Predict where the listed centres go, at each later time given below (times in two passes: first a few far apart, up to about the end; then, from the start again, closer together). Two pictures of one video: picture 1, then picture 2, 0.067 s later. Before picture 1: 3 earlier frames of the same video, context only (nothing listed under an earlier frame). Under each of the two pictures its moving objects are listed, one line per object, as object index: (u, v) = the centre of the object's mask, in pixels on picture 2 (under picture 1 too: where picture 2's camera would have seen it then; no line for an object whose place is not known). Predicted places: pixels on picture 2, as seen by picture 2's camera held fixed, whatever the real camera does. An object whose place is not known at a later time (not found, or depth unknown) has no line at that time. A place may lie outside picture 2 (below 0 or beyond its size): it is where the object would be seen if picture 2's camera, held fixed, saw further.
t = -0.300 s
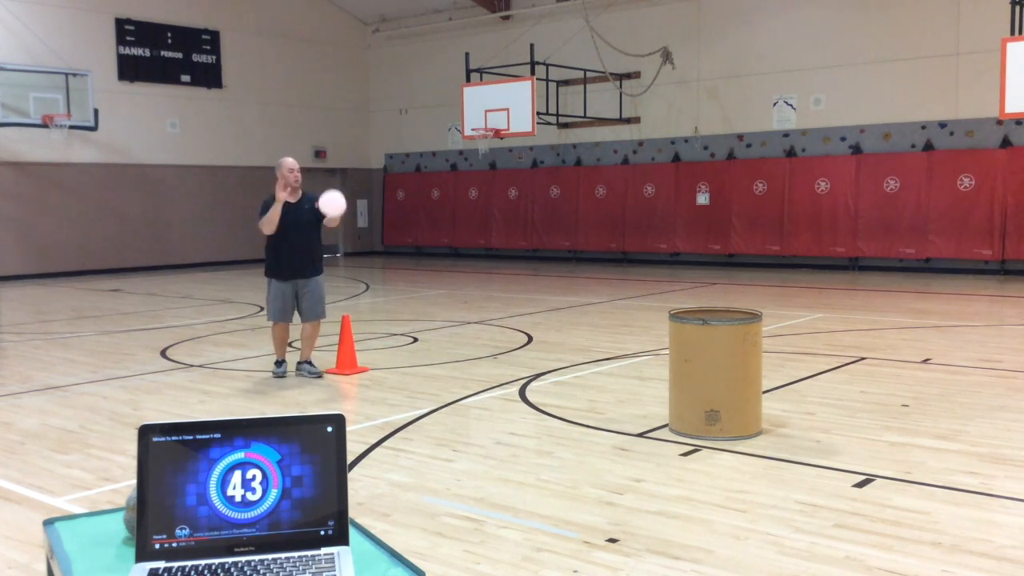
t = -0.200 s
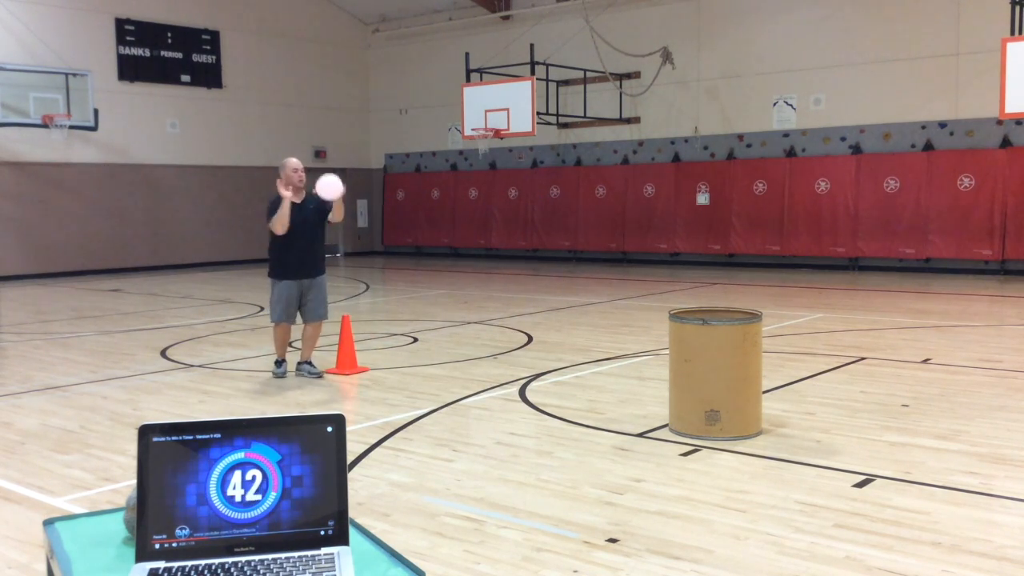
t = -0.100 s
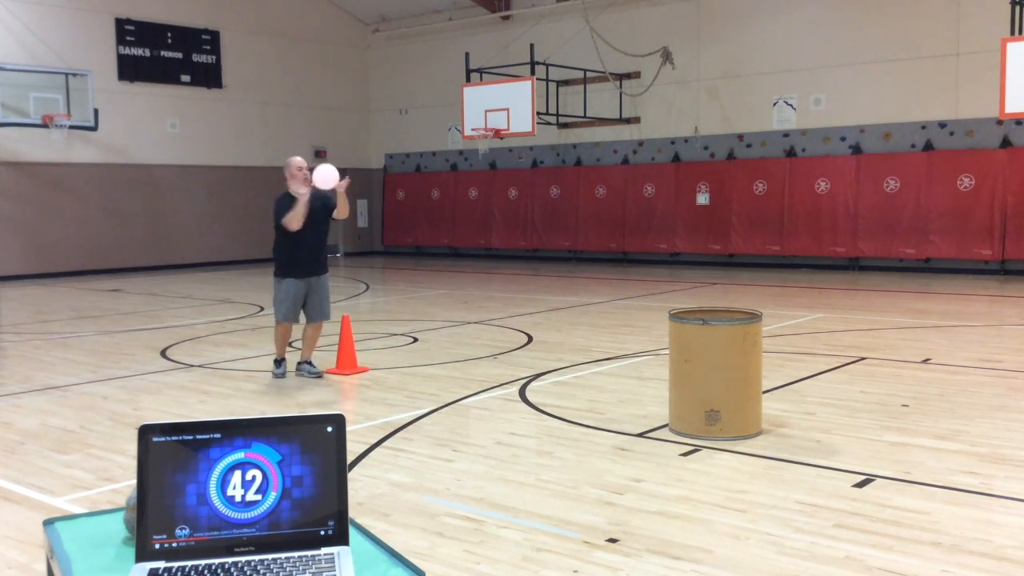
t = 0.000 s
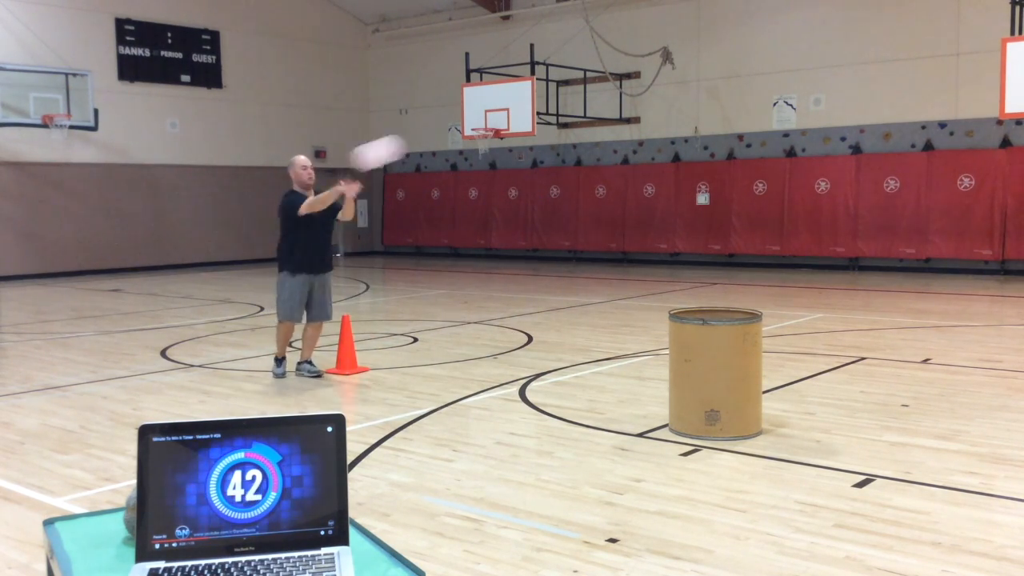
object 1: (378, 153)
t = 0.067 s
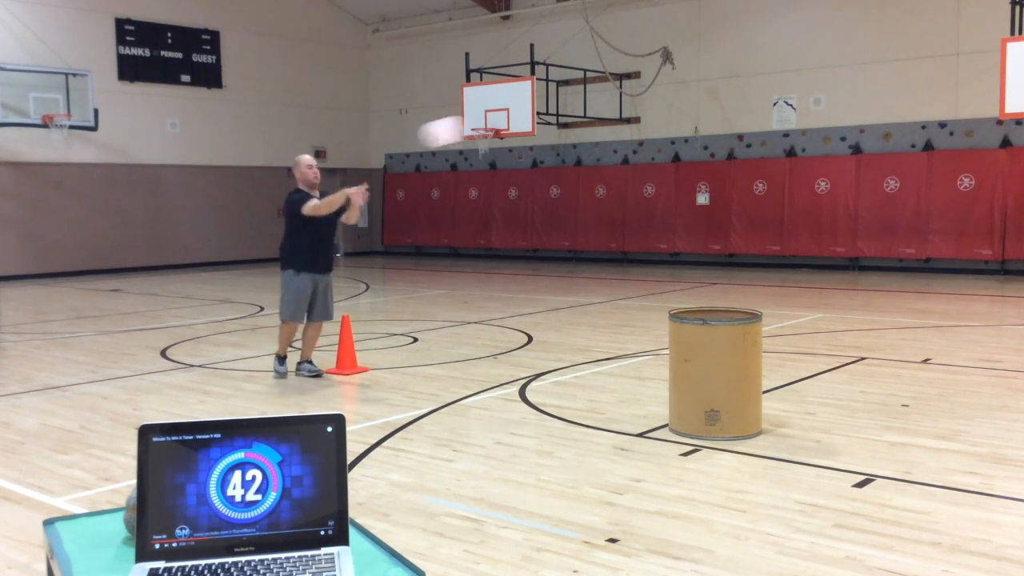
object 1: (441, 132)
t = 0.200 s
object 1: (526, 128)
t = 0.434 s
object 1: (591, 163)
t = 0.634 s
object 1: (622, 196)
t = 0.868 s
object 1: (640, 239)
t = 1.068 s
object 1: (646, 280)
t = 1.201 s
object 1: (647, 305)
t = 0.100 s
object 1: (467, 127)
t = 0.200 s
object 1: (526, 128)
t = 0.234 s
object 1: (538, 133)
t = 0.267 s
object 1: (549, 138)
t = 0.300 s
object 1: (559, 143)
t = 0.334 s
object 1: (568, 148)
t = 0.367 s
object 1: (577, 153)
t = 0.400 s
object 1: (584, 158)
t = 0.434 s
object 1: (591, 163)
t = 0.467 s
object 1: (598, 169)
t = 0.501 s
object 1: (603, 174)
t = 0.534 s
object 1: (608, 179)
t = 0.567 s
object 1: (614, 185)
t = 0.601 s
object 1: (618, 190)
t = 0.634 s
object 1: (622, 196)
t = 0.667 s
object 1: (626, 201)
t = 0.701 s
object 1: (629, 207)
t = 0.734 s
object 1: (631, 213)
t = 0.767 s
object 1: (634, 219)
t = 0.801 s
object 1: (636, 226)
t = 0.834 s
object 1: (638, 232)
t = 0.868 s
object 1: (640, 239)
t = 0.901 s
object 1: (642, 246)
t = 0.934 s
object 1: (643, 253)
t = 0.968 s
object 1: (644, 260)
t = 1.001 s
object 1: (645, 267)
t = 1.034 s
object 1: (645, 273)
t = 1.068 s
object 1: (646, 280)
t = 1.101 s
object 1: (646, 286)
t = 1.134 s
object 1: (647, 293)
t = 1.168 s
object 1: (647, 299)
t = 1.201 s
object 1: (647, 305)
